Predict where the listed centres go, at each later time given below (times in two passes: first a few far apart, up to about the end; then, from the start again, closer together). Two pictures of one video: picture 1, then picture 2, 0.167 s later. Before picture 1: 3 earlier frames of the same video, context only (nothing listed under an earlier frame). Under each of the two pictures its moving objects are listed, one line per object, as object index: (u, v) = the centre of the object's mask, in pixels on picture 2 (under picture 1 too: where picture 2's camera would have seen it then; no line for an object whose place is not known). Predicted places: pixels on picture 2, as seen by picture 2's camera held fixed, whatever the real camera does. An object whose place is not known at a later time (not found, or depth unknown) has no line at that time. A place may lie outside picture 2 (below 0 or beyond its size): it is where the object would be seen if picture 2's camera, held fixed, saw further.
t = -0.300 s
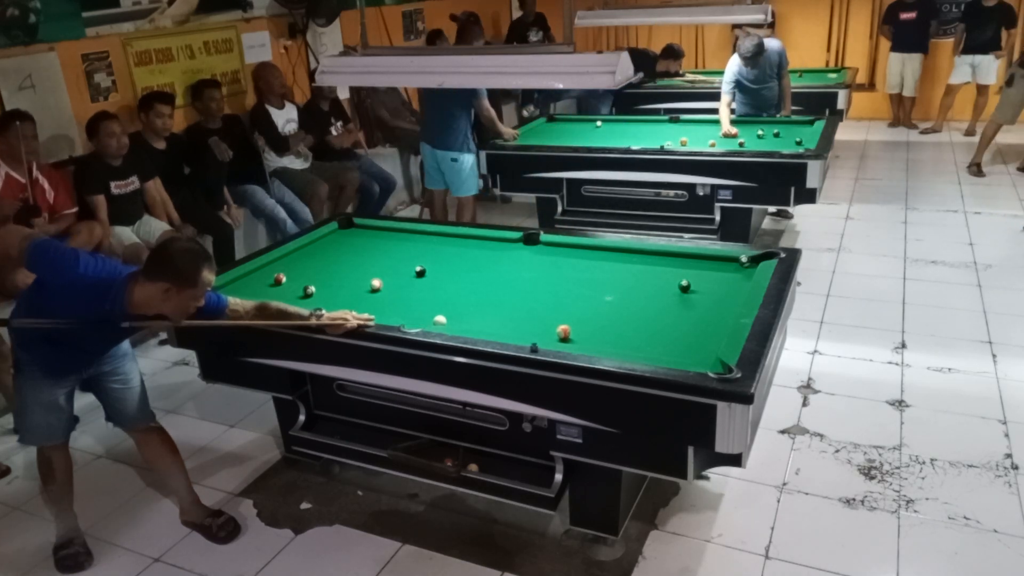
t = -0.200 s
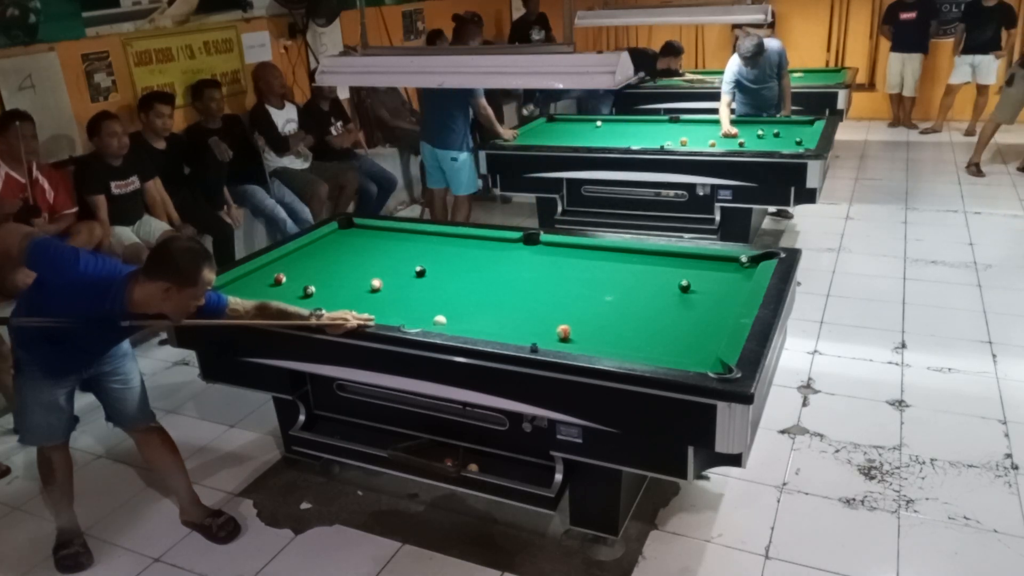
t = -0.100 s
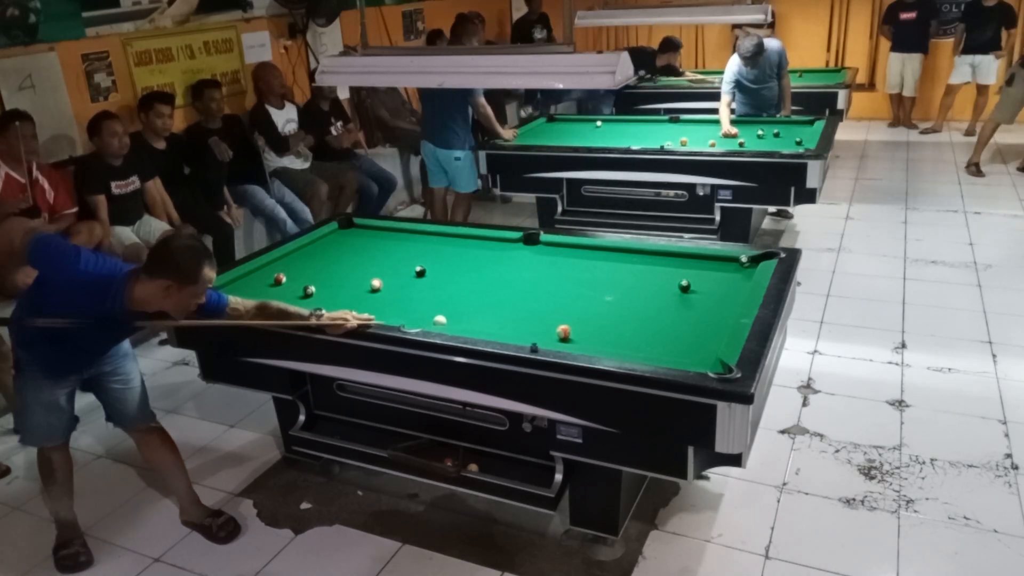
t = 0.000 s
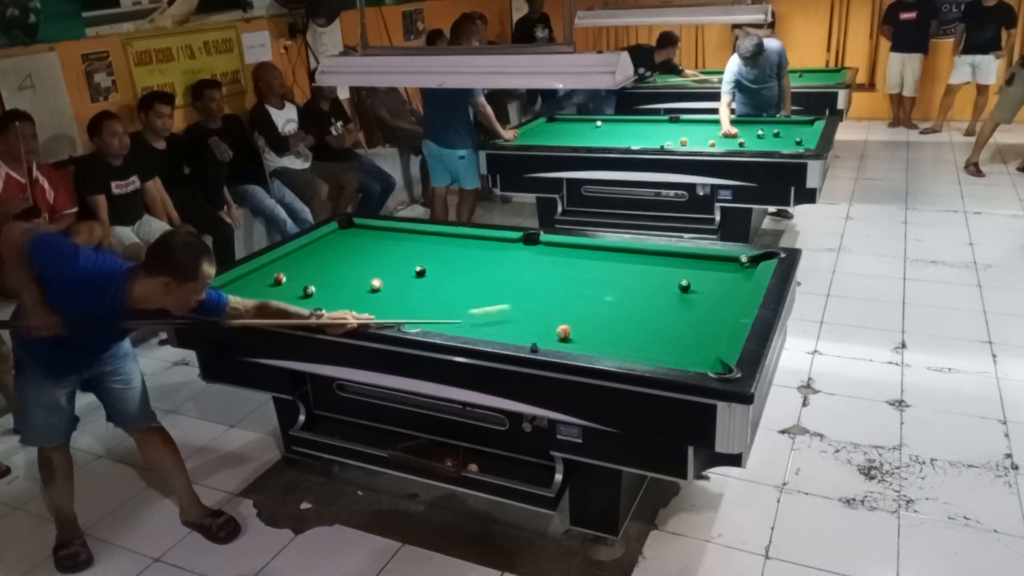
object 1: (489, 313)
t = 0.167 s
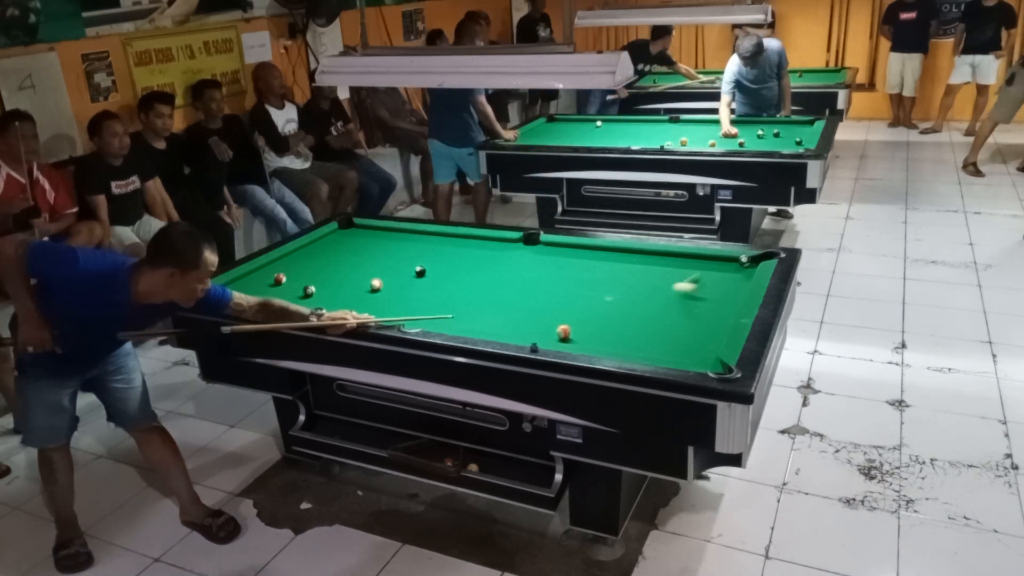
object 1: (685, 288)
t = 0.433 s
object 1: (627, 299)
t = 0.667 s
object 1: (526, 290)
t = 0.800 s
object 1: (475, 286)
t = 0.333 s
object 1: (682, 300)
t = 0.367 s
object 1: (663, 300)
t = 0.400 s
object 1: (644, 299)
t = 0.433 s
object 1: (627, 299)
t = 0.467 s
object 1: (611, 298)
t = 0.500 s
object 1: (596, 297)
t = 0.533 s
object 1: (581, 296)
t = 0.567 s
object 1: (567, 294)
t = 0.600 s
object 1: (553, 292)
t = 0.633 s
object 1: (540, 291)
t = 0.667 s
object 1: (526, 290)
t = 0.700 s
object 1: (513, 289)
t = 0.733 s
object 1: (501, 289)
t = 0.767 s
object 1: (488, 288)
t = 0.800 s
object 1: (475, 286)
